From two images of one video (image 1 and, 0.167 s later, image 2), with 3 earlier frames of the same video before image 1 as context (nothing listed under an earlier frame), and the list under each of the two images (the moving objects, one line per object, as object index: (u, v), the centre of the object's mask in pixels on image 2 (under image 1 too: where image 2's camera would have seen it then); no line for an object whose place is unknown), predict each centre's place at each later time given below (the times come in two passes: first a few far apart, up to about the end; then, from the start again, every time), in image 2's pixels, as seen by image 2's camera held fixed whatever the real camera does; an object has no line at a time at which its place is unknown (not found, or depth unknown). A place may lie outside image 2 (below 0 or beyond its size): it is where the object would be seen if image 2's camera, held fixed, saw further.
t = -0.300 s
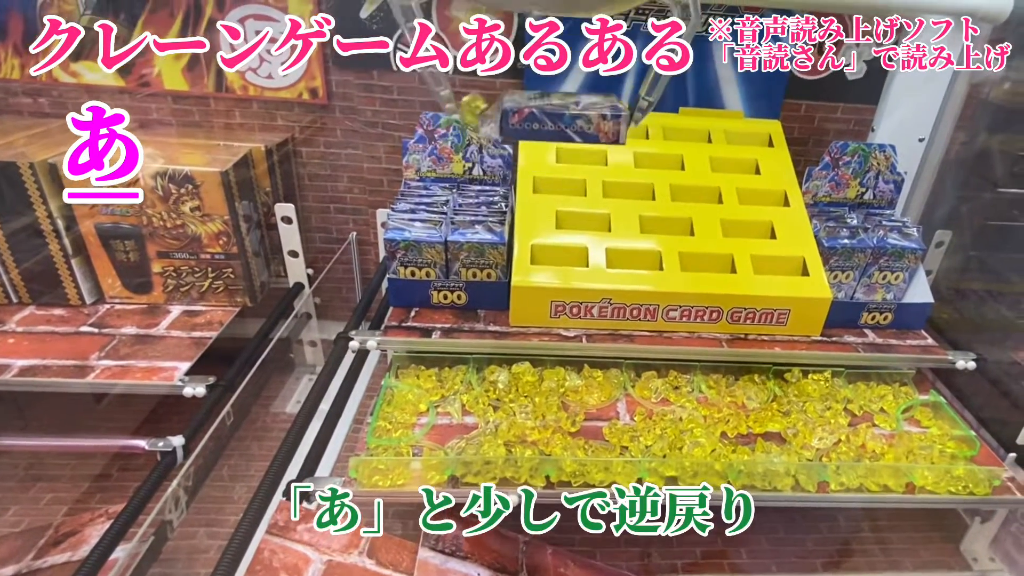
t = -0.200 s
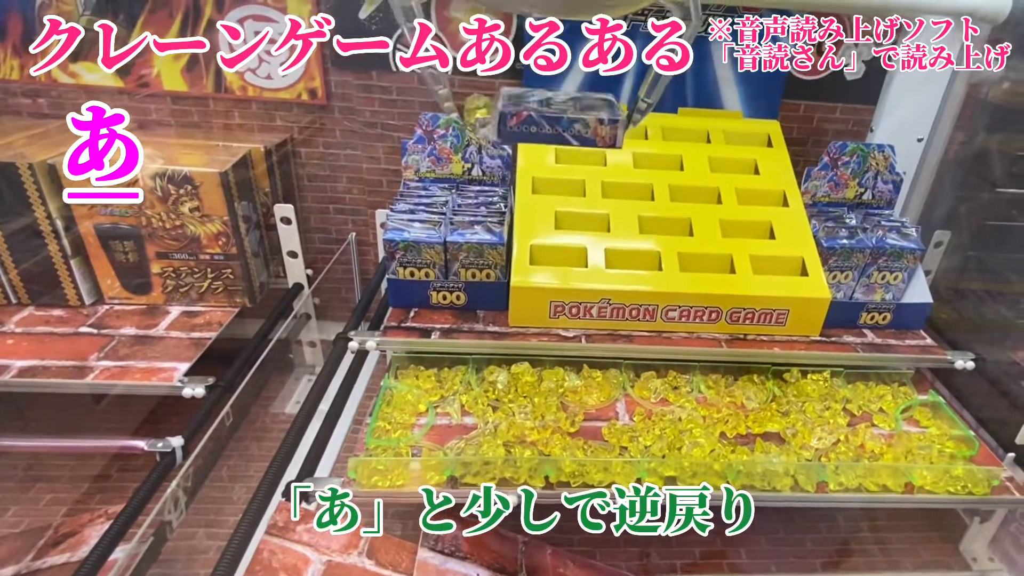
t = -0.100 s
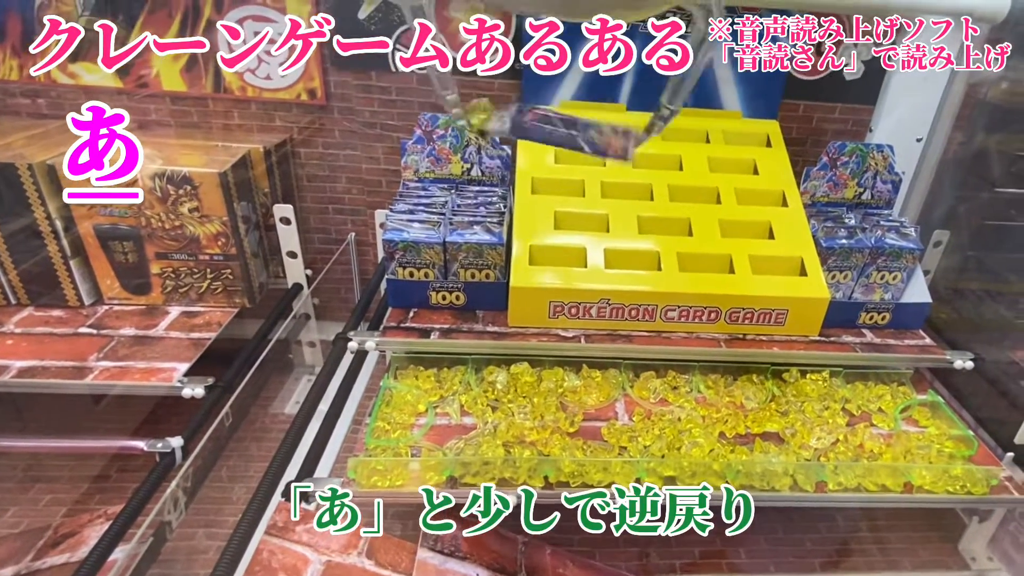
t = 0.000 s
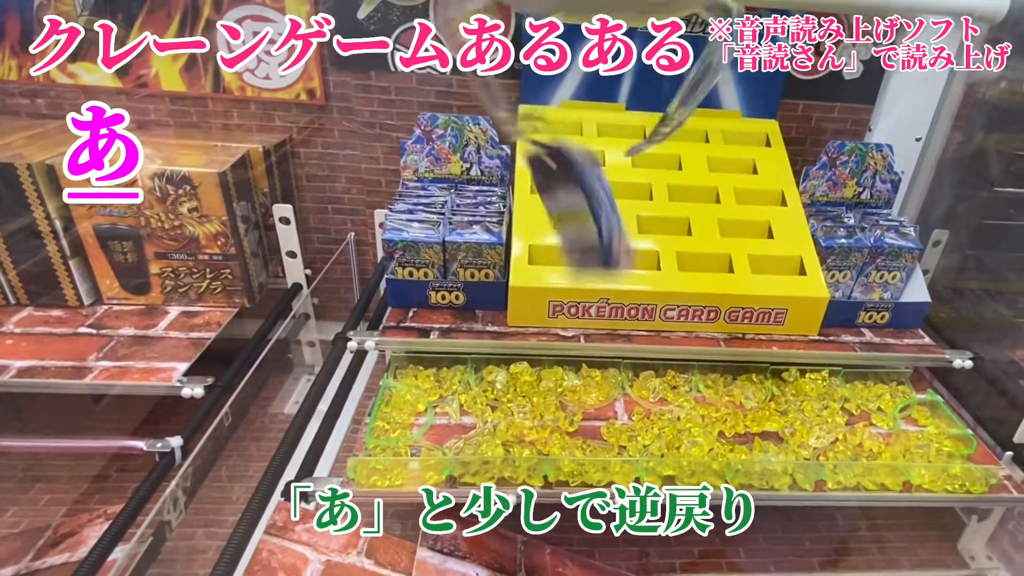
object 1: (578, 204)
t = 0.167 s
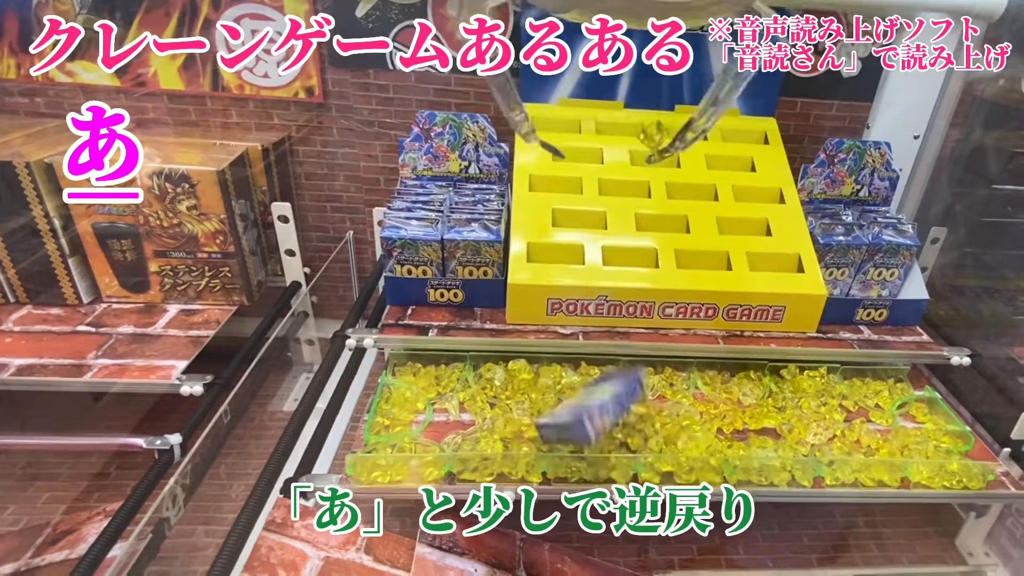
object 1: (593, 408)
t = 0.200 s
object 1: (593, 402)
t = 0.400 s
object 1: (615, 409)
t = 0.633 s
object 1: (614, 408)
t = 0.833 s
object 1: (614, 409)
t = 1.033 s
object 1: (614, 408)
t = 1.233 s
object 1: (614, 409)
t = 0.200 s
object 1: (593, 402)
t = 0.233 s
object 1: (595, 398)
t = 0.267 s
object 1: (595, 394)
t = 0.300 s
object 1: (599, 396)
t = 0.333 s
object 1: (607, 401)
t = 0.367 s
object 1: (611, 408)
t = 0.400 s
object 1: (615, 409)
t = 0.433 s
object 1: (616, 410)
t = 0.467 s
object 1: (616, 410)
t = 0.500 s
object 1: (616, 410)
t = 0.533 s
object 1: (615, 409)
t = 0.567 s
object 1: (615, 408)
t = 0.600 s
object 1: (614, 408)
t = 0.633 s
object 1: (614, 408)
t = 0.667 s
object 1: (614, 408)
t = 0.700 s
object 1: (614, 408)
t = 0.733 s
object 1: (614, 408)
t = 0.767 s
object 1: (614, 408)
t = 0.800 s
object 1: (614, 409)
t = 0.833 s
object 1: (614, 409)
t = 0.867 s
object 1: (614, 409)
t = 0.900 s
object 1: (614, 409)
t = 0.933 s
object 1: (614, 409)
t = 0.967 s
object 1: (614, 408)
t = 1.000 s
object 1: (614, 409)
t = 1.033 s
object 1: (614, 408)
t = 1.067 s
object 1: (614, 408)
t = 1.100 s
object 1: (614, 408)
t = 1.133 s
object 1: (614, 409)
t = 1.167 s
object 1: (614, 409)
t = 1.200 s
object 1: (614, 409)
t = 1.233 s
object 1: (614, 409)
